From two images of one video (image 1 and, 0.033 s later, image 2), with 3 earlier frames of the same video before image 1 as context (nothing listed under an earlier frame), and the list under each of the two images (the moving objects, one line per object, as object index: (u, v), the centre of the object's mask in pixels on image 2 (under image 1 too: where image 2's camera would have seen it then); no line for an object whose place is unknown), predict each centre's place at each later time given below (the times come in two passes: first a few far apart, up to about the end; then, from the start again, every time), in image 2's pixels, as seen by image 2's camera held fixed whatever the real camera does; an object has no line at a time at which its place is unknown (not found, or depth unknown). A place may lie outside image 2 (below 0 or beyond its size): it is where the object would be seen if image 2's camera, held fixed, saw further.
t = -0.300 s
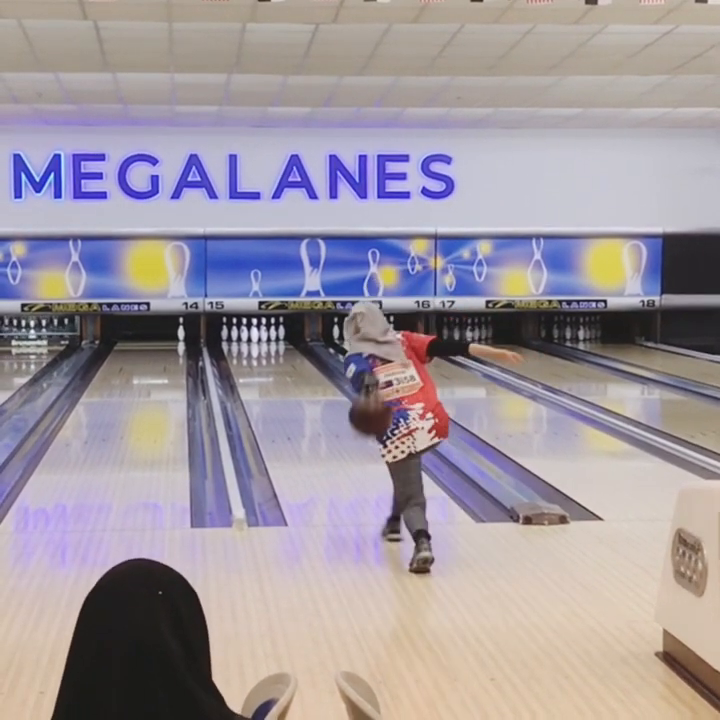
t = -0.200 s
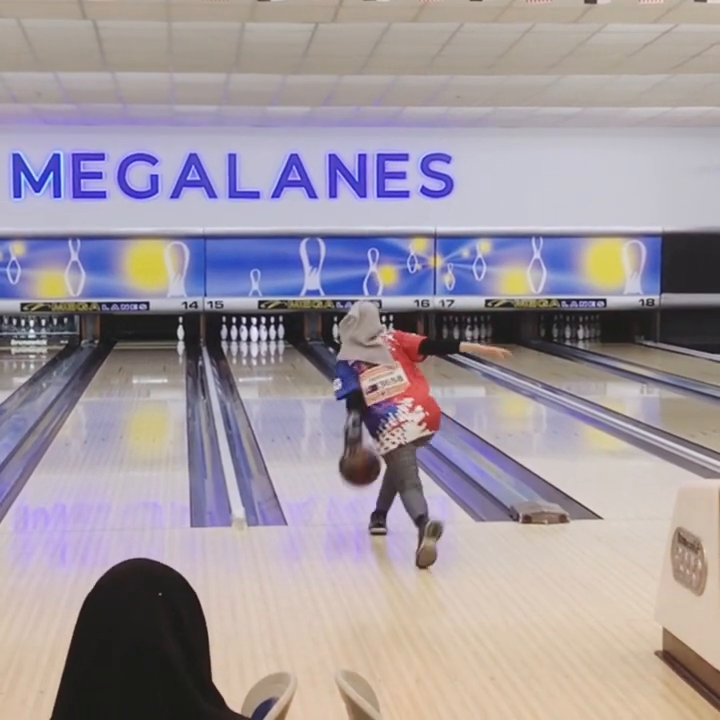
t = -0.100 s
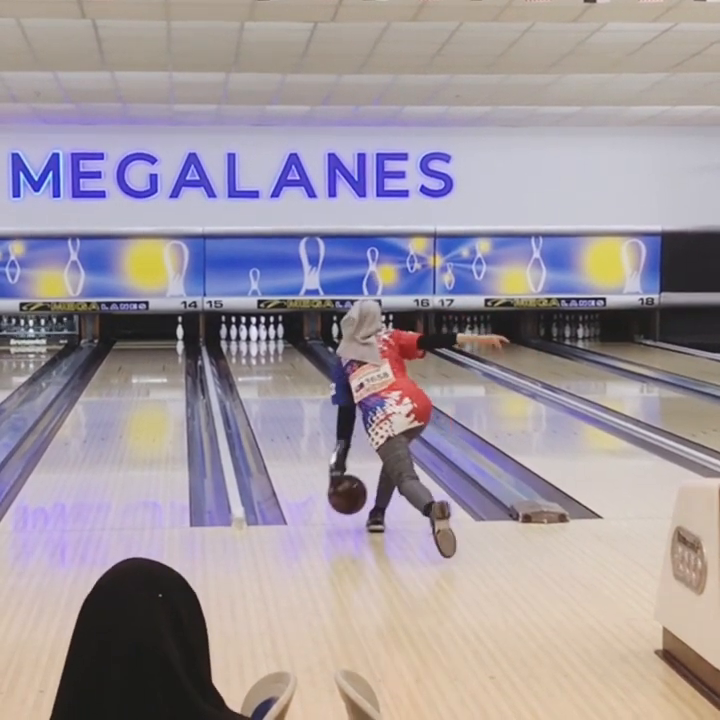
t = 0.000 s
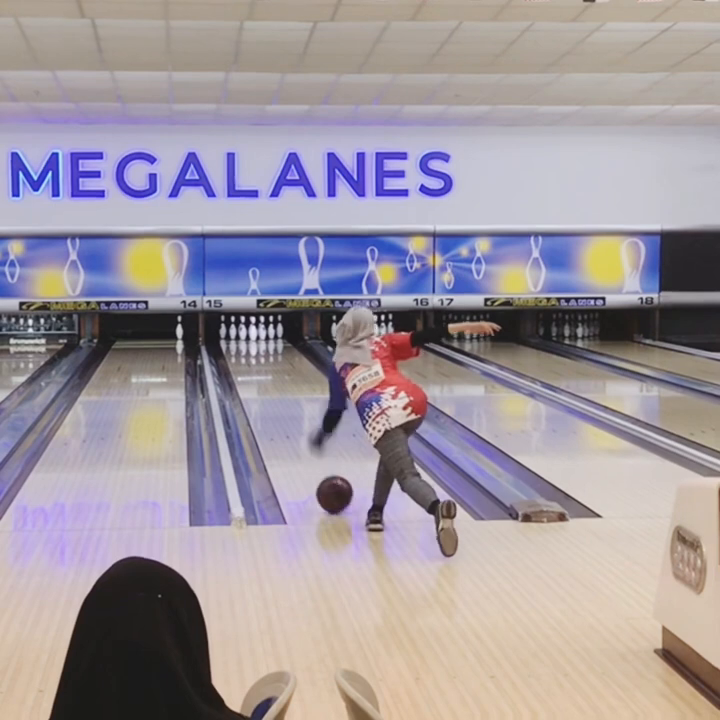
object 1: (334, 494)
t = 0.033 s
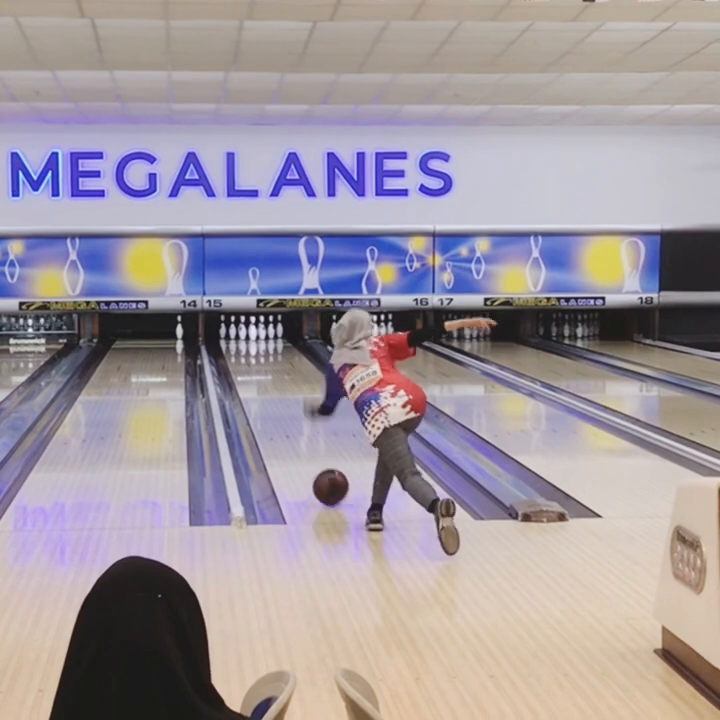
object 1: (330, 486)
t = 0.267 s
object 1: (309, 454)
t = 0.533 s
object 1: (290, 425)
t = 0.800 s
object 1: (277, 404)
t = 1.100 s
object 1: (265, 385)
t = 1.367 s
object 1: (257, 371)
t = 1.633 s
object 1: (251, 361)
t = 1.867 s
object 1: (246, 353)
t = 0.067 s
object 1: (327, 482)
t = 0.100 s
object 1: (323, 477)
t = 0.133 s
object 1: (320, 472)
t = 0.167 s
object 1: (317, 467)
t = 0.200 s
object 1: (314, 462)
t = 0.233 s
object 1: (311, 458)
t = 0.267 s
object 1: (309, 454)
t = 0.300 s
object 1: (306, 450)
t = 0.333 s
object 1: (304, 446)
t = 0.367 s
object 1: (301, 442)
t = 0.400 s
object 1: (299, 438)
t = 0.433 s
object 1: (296, 435)
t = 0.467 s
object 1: (294, 431)
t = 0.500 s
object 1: (292, 428)
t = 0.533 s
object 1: (290, 425)
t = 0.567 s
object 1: (289, 422)
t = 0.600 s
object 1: (287, 419)
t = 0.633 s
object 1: (285, 417)
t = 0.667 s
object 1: (283, 414)
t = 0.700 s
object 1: (282, 411)
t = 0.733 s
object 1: (280, 409)
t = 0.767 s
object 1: (279, 406)
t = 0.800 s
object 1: (277, 404)
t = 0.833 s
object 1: (275, 401)
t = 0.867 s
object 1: (274, 399)
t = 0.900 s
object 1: (273, 397)
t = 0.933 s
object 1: (272, 394)
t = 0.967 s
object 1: (270, 392)
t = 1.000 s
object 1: (269, 390)
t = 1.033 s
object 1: (268, 388)
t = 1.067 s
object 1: (266, 387)
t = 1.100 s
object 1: (265, 385)
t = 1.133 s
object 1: (264, 383)
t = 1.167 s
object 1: (263, 381)
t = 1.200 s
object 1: (262, 380)
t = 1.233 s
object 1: (261, 378)
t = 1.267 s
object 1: (260, 376)
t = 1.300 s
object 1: (259, 374)
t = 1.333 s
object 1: (258, 373)
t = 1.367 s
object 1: (257, 371)
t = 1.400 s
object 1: (256, 370)
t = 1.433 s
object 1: (255, 368)
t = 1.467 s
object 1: (254, 367)
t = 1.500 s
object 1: (254, 366)
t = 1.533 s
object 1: (253, 364)
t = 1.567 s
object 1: (252, 364)
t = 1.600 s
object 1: (251, 362)
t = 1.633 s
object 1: (251, 361)
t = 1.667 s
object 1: (250, 359)
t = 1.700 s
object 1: (250, 358)
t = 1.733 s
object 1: (249, 357)
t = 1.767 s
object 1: (248, 356)
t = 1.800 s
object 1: (247, 355)
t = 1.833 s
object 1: (247, 354)
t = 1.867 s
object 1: (246, 353)
